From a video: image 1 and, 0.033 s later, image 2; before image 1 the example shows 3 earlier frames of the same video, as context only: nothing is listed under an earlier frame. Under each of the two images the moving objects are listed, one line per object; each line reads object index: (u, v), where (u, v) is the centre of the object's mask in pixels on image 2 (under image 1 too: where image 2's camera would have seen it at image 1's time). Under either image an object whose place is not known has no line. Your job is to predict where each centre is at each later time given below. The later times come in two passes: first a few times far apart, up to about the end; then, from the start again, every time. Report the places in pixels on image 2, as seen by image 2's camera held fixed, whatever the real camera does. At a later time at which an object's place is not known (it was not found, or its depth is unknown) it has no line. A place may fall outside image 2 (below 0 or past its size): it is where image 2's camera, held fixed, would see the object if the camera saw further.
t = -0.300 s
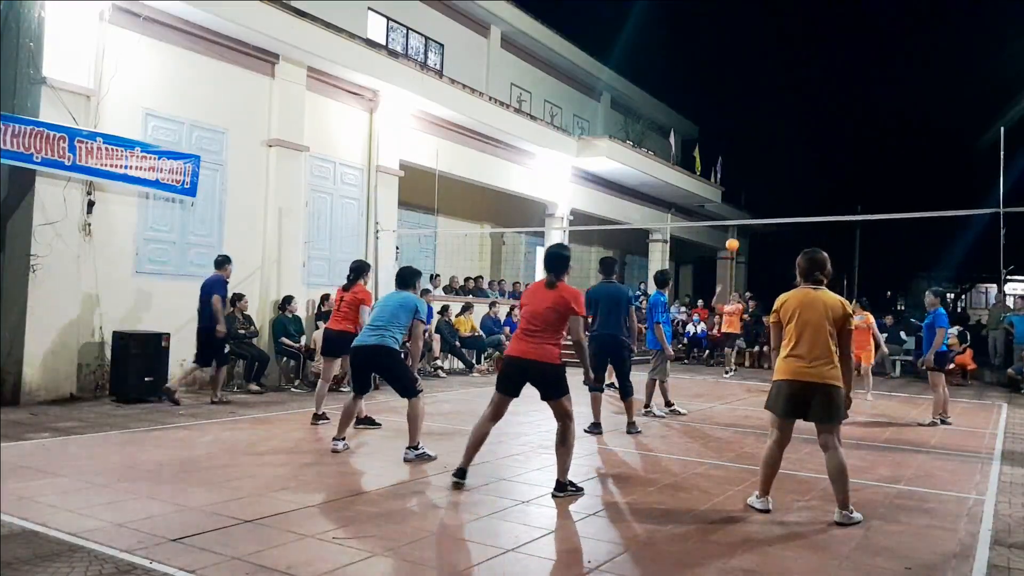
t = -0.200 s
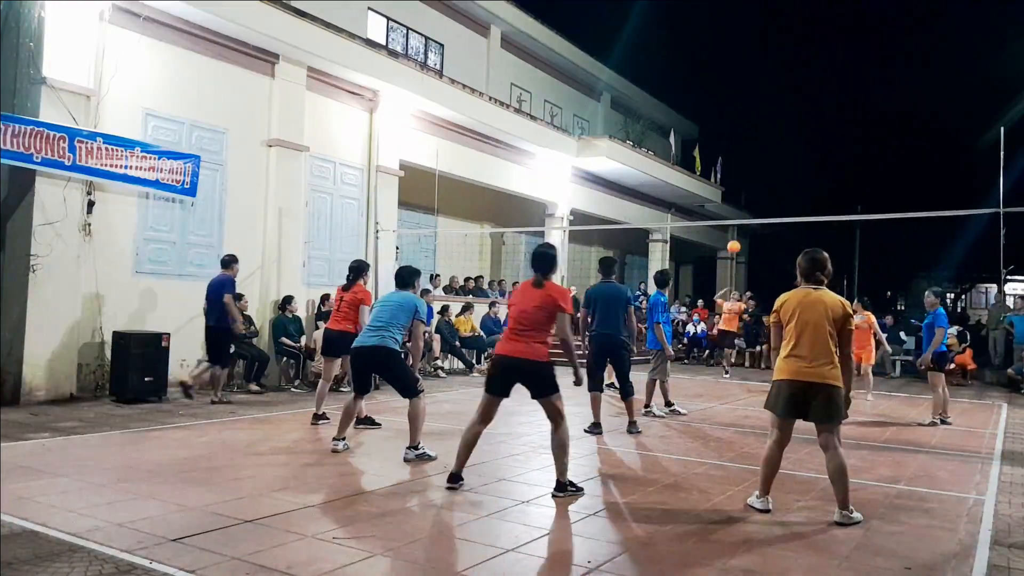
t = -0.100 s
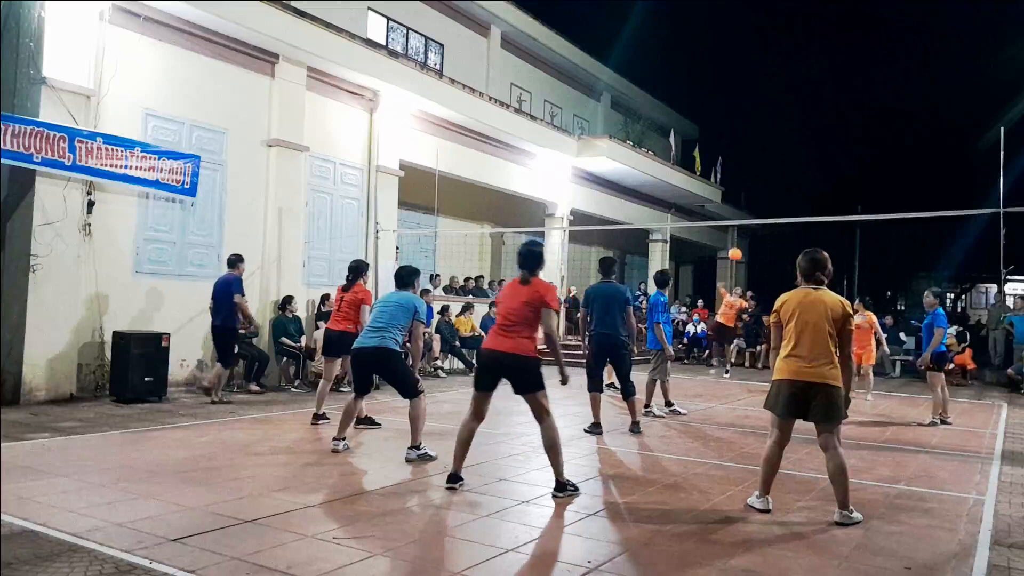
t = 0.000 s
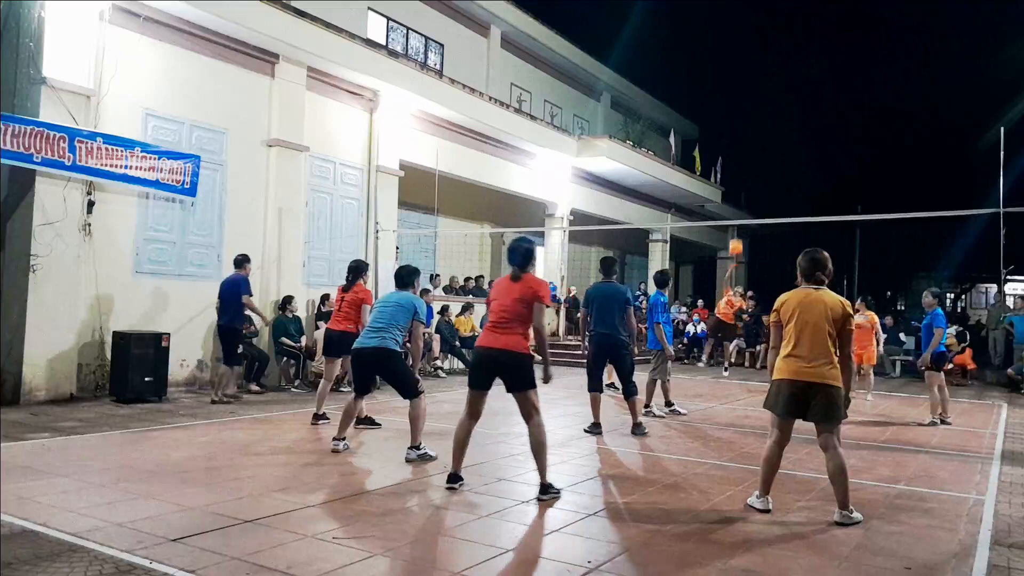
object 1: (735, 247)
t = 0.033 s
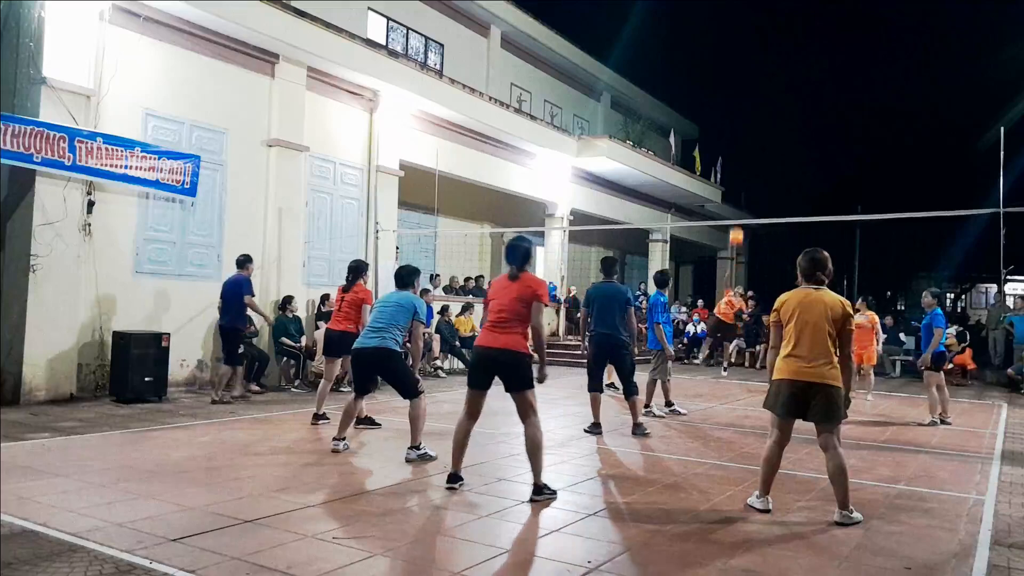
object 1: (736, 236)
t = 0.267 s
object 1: (738, 173)
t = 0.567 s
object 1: (743, 129)
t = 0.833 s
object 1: (752, 145)
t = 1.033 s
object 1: (763, 219)
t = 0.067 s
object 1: (736, 226)
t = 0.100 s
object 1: (737, 214)
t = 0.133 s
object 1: (737, 207)
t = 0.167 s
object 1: (737, 198)
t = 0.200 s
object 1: (737, 189)
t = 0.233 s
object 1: (738, 181)
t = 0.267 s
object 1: (738, 173)
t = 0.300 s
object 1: (738, 166)
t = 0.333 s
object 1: (738, 159)
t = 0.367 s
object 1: (739, 153)
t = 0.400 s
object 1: (739, 147)
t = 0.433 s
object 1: (740, 142)
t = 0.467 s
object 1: (741, 138)
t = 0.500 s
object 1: (741, 134)
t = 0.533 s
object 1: (742, 131)
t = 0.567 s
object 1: (743, 129)
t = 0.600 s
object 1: (744, 127)
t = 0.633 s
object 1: (745, 126)
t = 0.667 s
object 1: (746, 127)
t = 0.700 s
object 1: (747, 128)
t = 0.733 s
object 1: (748, 130)
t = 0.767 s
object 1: (749, 134)
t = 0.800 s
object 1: (750, 139)
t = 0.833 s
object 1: (752, 145)
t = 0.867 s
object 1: (753, 153)
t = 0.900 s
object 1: (755, 162)
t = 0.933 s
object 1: (757, 173)
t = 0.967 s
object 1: (759, 186)
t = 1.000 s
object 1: (761, 200)
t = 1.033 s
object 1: (763, 219)
